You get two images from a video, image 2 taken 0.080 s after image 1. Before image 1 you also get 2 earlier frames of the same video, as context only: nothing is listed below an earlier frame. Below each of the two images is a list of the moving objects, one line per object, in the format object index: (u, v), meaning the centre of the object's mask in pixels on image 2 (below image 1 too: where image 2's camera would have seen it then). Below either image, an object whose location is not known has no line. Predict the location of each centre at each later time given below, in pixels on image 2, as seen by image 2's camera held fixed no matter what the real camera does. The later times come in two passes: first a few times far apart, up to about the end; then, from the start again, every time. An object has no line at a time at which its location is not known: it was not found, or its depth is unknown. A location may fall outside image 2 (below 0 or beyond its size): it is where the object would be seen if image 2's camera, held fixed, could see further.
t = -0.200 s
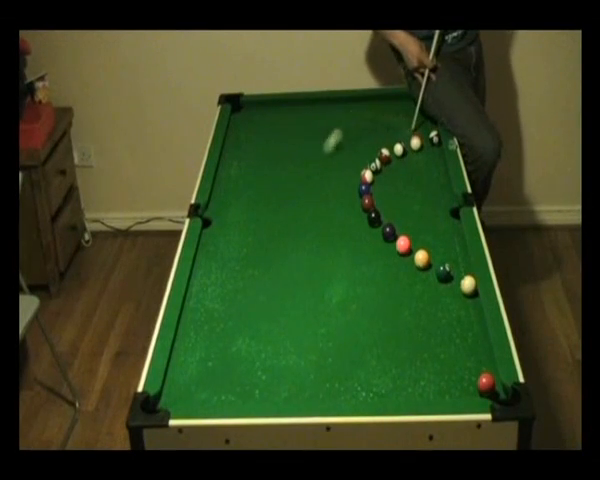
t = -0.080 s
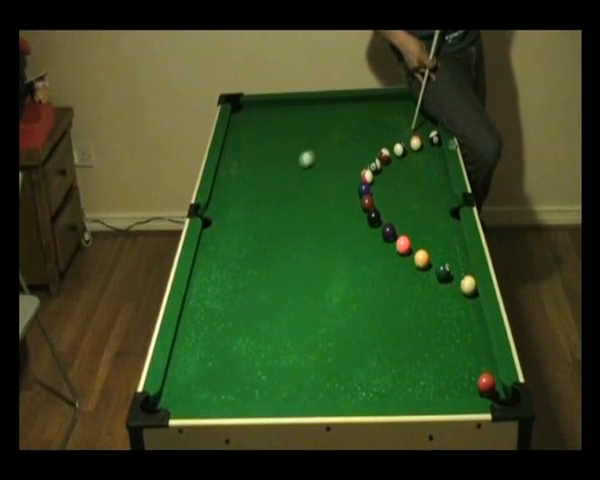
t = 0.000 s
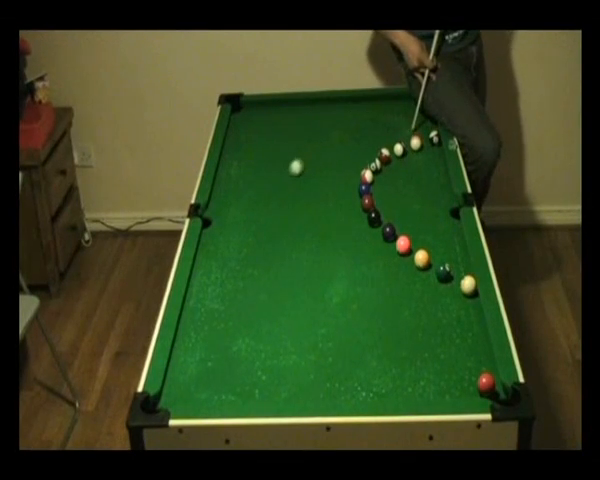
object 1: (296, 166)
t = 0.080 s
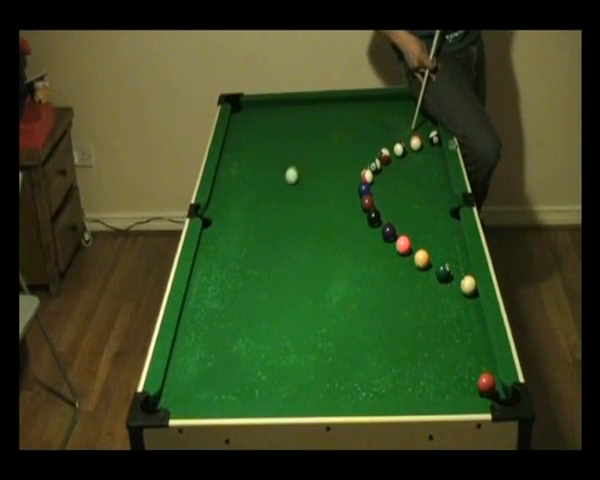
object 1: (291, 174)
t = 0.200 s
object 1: (296, 186)
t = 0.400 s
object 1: (314, 209)
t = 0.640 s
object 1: (337, 236)
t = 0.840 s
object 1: (357, 261)
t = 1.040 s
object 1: (379, 286)
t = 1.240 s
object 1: (402, 313)
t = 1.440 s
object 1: (427, 339)
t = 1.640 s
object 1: (454, 367)
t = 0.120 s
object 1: (291, 178)
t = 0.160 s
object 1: (293, 181)
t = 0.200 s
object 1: (296, 186)
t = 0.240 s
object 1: (300, 191)
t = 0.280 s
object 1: (303, 196)
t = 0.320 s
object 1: (307, 200)
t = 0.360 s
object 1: (310, 204)
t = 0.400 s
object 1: (314, 209)
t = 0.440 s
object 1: (318, 213)
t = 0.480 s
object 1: (321, 218)
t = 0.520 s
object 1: (325, 223)
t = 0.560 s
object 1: (329, 227)
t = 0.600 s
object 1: (333, 232)
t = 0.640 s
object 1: (337, 236)
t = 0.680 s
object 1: (341, 241)
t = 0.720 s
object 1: (345, 246)
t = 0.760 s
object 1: (349, 251)
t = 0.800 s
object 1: (353, 256)
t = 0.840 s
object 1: (357, 261)
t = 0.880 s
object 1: (362, 266)
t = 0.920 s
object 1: (366, 271)
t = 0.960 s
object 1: (370, 276)
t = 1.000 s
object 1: (375, 281)
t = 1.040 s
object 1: (379, 286)
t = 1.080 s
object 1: (384, 291)
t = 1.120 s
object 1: (388, 297)
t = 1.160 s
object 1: (393, 302)
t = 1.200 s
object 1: (398, 307)
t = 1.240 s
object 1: (402, 313)
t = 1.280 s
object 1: (407, 318)
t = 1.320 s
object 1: (412, 323)
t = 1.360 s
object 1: (417, 328)
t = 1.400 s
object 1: (422, 334)
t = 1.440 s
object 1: (427, 339)
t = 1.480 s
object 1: (433, 345)
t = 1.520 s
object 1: (438, 350)
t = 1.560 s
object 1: (443, 356)
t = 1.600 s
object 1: (448, 362)
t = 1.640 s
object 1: (454, 367)
